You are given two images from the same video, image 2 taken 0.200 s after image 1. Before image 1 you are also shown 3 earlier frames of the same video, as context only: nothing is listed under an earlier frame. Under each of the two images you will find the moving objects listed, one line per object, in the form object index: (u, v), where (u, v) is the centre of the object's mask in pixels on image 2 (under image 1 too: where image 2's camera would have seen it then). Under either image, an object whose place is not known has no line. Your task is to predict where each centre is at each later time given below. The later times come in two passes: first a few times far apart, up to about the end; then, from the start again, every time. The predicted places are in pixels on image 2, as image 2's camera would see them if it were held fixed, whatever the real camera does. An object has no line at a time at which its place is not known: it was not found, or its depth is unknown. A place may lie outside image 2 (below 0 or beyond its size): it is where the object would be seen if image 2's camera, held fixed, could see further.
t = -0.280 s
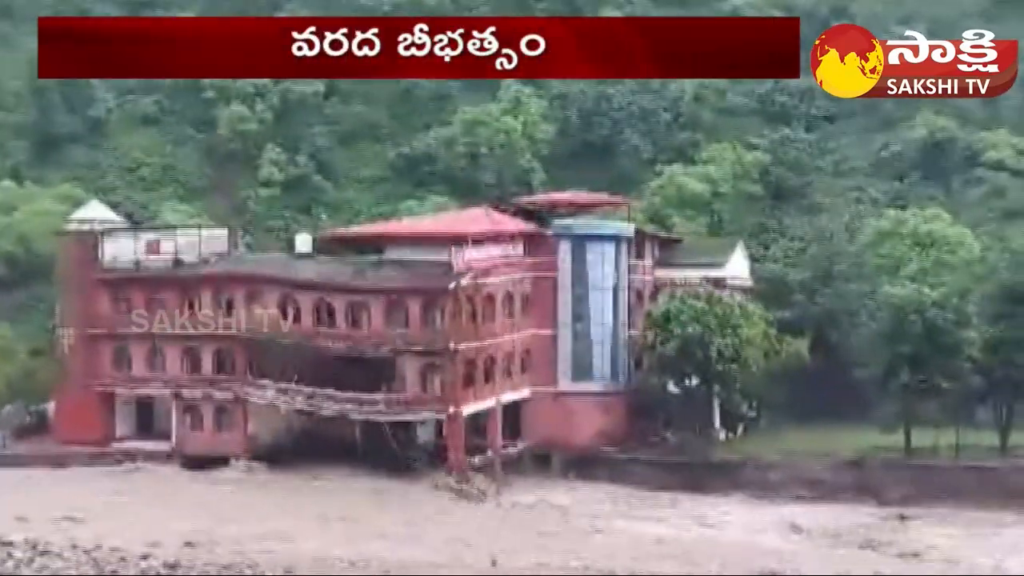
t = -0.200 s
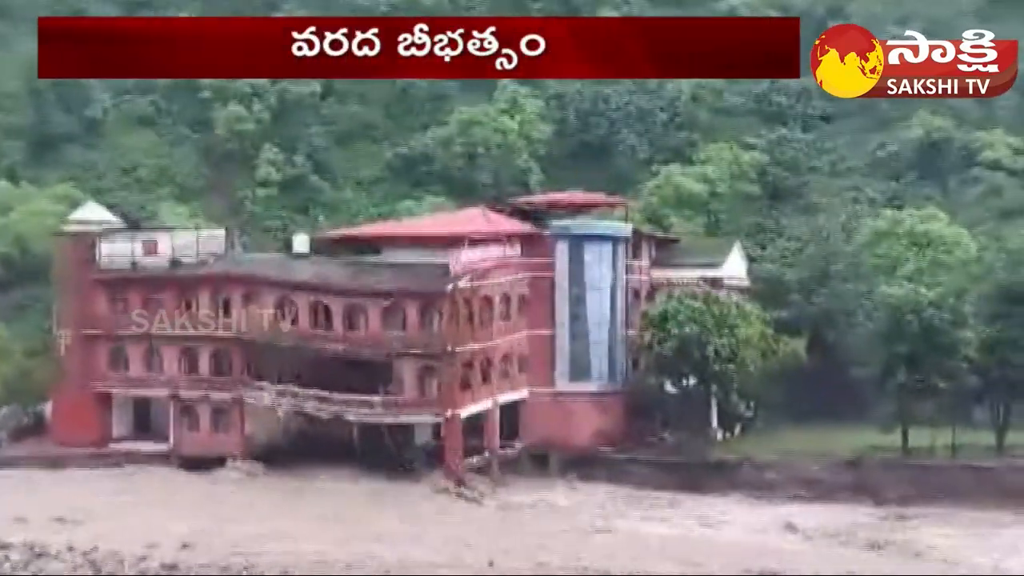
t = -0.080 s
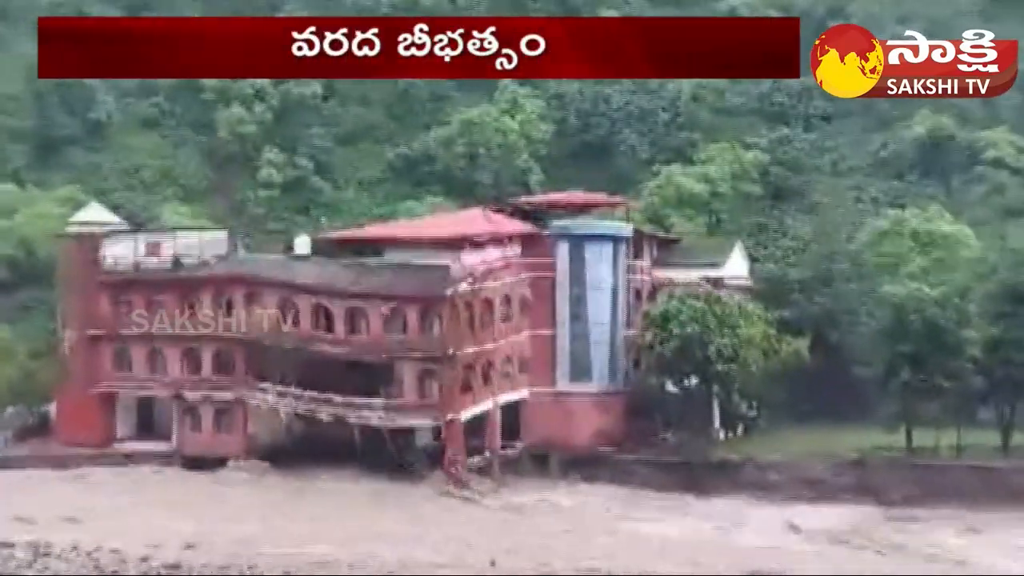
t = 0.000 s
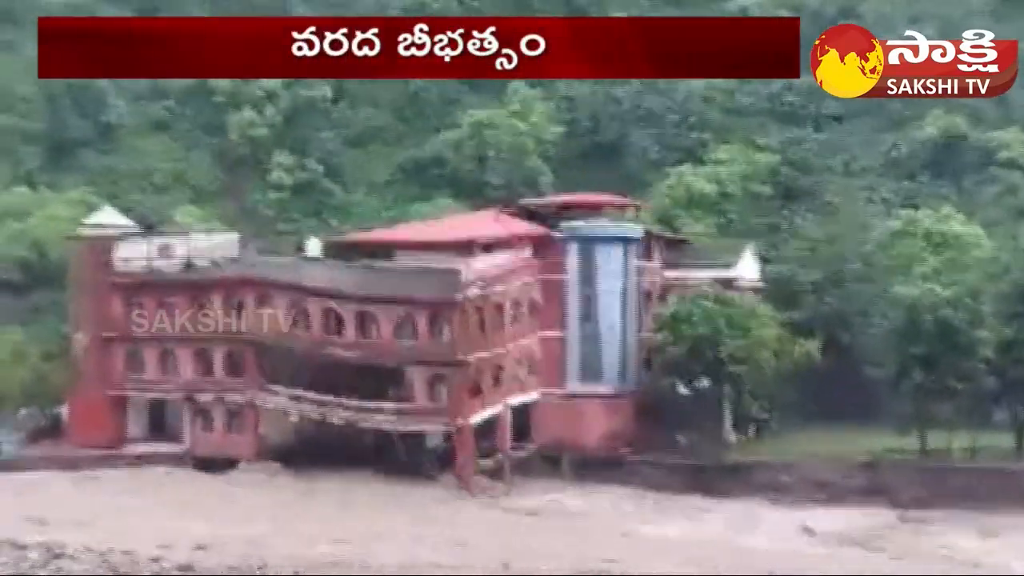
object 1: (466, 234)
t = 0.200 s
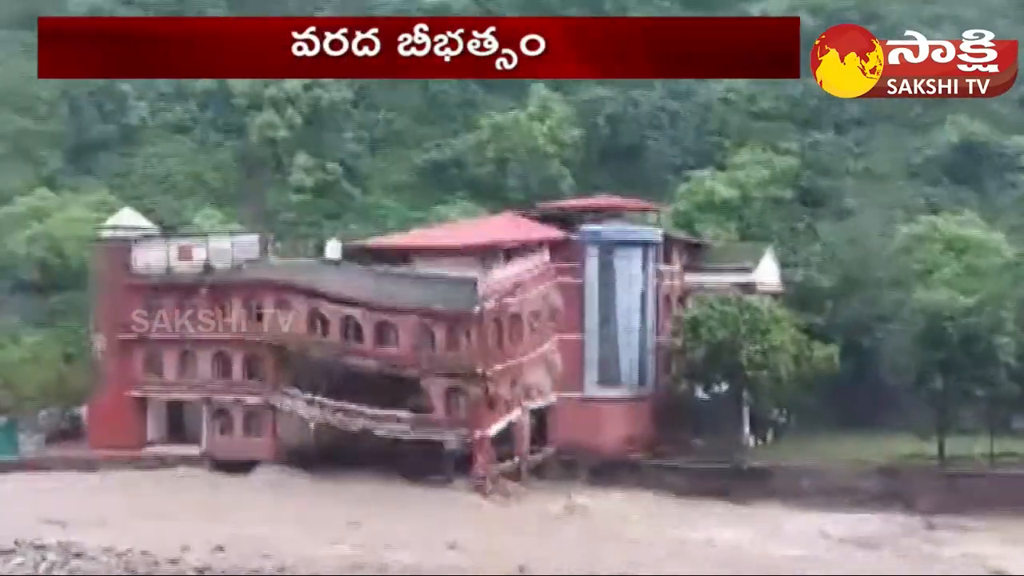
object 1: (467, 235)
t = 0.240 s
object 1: (468, 236)
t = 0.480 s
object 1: (468, 239)
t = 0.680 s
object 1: (469, 243)
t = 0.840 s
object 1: (469, 246)
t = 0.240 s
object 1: (468, 236)
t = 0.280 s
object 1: (467, 236)
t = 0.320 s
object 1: (466, 237)
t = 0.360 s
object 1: (466, 238)
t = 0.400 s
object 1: (467, 238)
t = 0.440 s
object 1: (467, 239)
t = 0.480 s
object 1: (468, 239)
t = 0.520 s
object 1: (468, 239)
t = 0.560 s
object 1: (468, 240)
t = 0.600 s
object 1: (468, 241)
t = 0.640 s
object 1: (469, 242)
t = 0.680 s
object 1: (469, 243)
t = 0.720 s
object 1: (469, 243)
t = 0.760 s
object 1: (470, 244)
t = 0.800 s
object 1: (470, 245)
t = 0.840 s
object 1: (469, 246)
